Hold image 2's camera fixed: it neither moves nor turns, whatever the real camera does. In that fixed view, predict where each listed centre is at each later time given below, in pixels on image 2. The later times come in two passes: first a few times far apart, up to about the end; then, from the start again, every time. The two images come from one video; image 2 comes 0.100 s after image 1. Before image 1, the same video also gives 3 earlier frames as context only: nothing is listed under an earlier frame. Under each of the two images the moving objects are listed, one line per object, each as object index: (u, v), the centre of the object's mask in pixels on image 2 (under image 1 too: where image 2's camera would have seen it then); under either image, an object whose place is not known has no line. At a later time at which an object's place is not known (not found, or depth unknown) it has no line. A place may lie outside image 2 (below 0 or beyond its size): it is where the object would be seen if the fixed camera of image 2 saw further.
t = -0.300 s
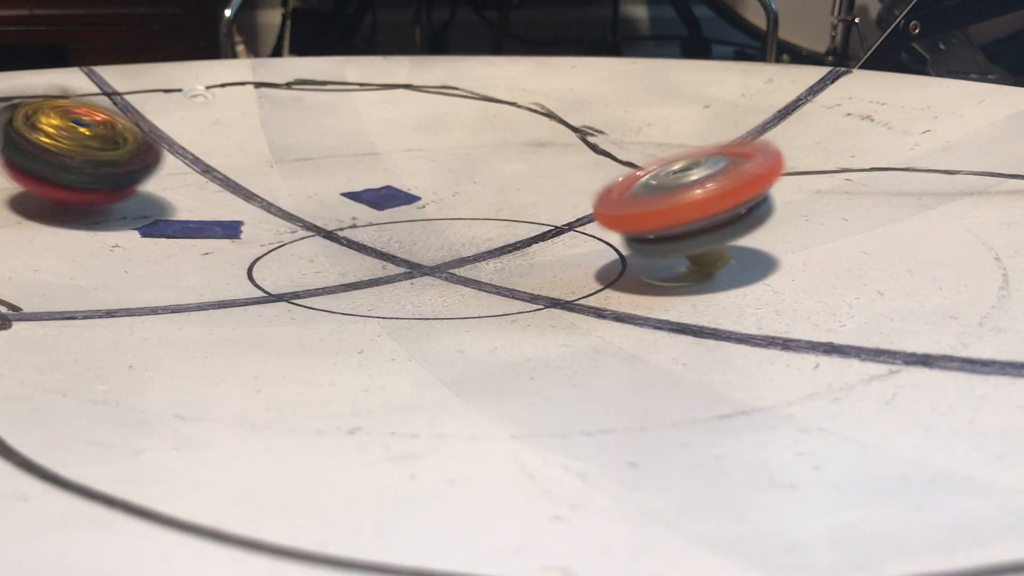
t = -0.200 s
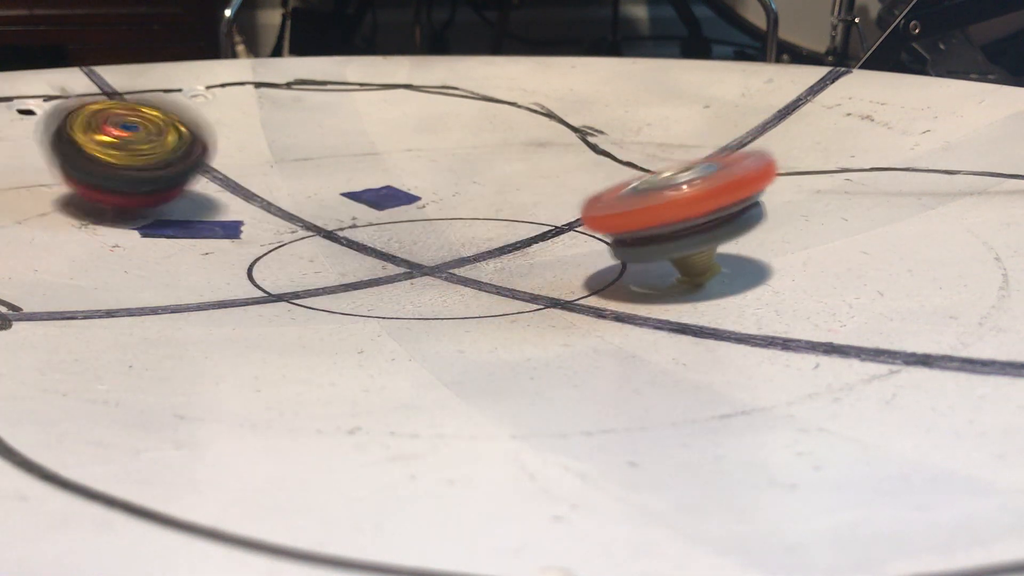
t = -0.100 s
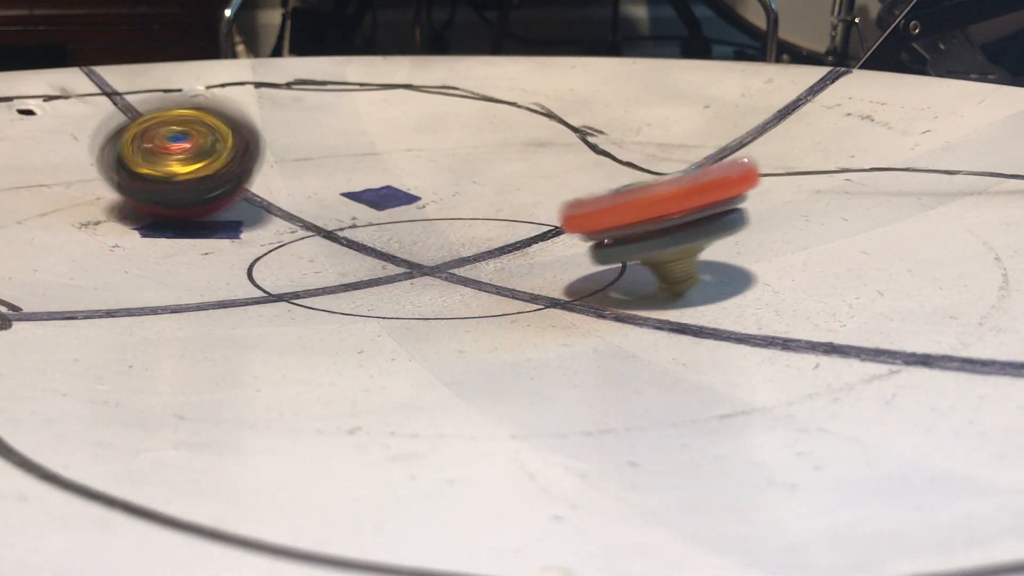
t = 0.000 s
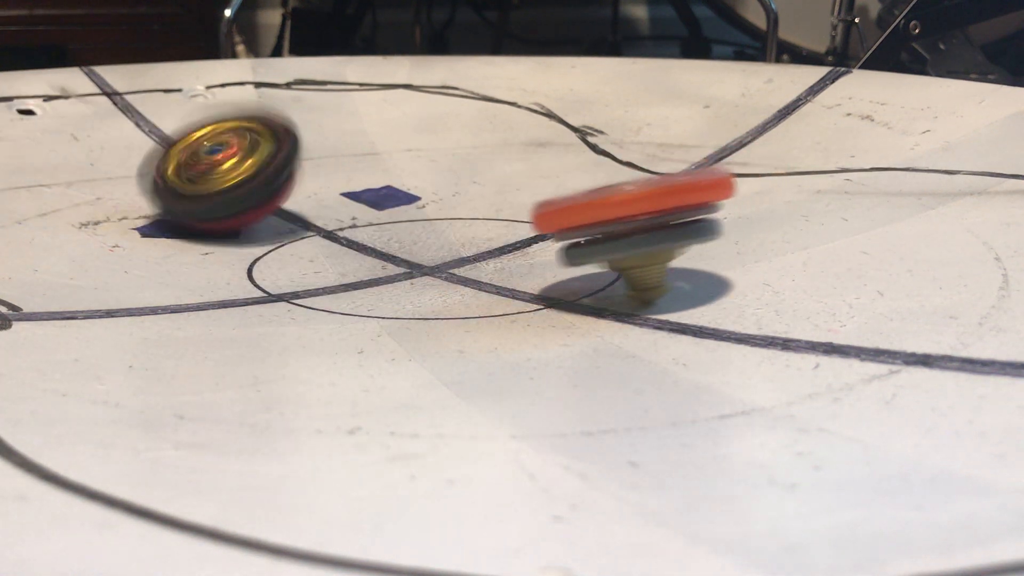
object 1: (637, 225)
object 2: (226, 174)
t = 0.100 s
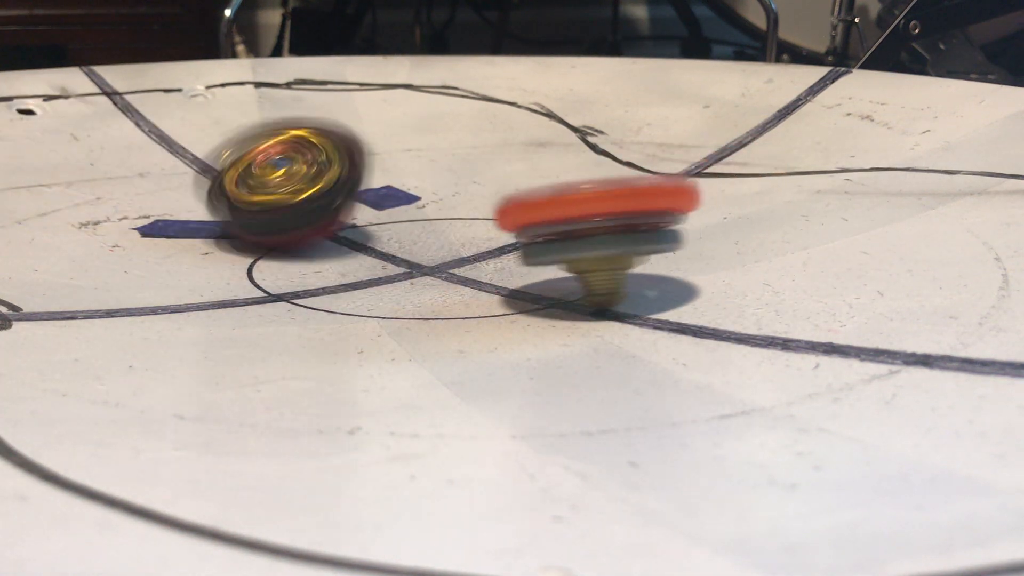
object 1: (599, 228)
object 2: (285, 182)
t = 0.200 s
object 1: (557, 229)
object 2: (374, 195)
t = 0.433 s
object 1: (515, 259)
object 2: (477, 161)
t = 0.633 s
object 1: (469, 256)
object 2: (509, 164)
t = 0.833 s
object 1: (450, 241)
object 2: (504, 167)
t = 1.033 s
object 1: (460, 225)
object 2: (432, 158)
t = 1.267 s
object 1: (512, 210)
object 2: (364, 187)
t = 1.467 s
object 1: (554, 205)
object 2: (371, 187)
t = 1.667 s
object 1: (587, 205)
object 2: (366, 197)
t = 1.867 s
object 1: (601, 211)
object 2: (332, 198)
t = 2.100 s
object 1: (576, 223)
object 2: (328, 204)
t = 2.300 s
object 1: (531, 226)
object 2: (346, 203)
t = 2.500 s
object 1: (509, 224)
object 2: (329, 207)
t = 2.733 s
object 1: (487, 219)
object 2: (325, 207)
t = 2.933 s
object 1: (486, 211)
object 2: (325, 207)
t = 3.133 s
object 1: (489, 204)
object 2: (326, 207)
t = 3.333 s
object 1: (492, 196)
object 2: (327, 207)
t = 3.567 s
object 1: (502, 193)
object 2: (327, 207)
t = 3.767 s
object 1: (509, 194)
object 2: (327, 207)
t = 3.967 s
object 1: (502, 198)
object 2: (327, 207)
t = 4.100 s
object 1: (491, 201)
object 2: (326, 207)
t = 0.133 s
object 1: (585, 228)
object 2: (311, 188)
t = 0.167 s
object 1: (571, 229)
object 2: (341, 190)
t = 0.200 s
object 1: (557, 229)
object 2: (374, 195)
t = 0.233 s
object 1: (539, 230)
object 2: (397, 197)
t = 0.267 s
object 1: (526, 231)
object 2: (424, 193)
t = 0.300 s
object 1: (525, 240)
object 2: (442, 183)
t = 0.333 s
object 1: (528, 247)
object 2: (457, 169)
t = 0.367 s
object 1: (527, 253)
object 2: (470, 164)
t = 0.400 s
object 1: (523, 257)
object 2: (473, 163)
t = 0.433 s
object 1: (515, 259)
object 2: (477, 161)
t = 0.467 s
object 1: (507, 260)
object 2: (483, 160)
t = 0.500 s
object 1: (498, 260)
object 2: (488, 160)
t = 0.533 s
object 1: (489, 261)
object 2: (495, 160)
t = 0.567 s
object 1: (481, 259)
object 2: (502, 160)
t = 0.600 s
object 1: (474, 258)
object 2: (505, 162)
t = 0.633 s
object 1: (469, 256)
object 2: (509, 164)
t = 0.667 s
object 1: (464, 254)
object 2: (513, 165)
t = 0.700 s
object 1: (460, 253)
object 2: (510, 165)
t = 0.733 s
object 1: (456, 250)
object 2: (509, 167)
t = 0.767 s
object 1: (453, 246)
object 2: (510, 168)
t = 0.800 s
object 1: (452, 244)
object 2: (509, 168)
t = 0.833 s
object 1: (450, 241)
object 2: (504, 167)
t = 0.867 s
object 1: (449, 237)
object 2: (499, 163)
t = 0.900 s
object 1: (449, 235)
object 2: (491, 163)
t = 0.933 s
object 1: (450, 233)
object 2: (475, 161)
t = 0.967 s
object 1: (452, 230)
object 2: (469, 158)
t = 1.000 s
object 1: (455, 227)
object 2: (459, 153)
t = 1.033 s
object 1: (460, 225)
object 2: (432, 158)
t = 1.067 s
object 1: (465, 223)
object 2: (400, 163)
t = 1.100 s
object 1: (471, 220)
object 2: (386, 170)
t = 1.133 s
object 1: (478, 218)
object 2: (367, 182)
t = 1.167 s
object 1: (486, 216)
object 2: (358, 183)
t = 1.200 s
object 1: (494, 214)
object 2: (362, 183)
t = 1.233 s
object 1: (503, 211)
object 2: (360, 186)
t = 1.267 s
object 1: (512, 210)
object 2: (364, 187)
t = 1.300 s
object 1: (518, 209)
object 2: (363, 185)
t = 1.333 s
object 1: (526, 208)
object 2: (365, 183)
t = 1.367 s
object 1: (533, 207)
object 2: (370, 187)
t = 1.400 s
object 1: (540, 206)
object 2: (370, 186)
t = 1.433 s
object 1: (547, 205)
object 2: (372, 183)
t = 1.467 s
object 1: (554, 205)
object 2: (371, 187)
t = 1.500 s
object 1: (560, 205)
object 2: (371, 186)
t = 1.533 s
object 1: (566, 204)
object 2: (374, 188)
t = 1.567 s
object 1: (572, 204)
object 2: (372, 191)
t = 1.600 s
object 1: (578, 204)
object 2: (371, 194)
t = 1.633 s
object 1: (583, 205)
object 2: (370, 195)
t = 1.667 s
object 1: (587, 205)
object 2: (366, 197)
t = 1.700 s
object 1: (591, 206)
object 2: (364, 198)
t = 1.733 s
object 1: (593, 206)
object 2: (361, 200)
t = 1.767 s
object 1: (596, 207)
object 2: (353, 202)
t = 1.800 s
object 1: (599, 208)
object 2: (348, 201)
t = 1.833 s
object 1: (601, 210)
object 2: (338, 203)
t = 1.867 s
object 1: (601, 211)
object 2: (332, 198)
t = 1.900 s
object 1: (601, 213)
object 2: (322, 200)
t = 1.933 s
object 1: (600, 215)
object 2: (322, 198)
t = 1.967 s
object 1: (597, 217)
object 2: (320, 199)
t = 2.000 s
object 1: (593, 219)
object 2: (321, 199)
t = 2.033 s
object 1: (589, 220)
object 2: (317, 201)
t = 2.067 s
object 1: (583, 222)
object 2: (323, 203)
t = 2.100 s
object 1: (576, 223)
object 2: (328, 204)
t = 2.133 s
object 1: (569, 224)
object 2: (334, 201)
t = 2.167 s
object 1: (563, 225)
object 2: (338, 200)
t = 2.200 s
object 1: (556, 225)
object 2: (342, 201)
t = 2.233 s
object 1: (547, 226)
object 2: (340, 201)
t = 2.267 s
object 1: (539, 226)
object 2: (342, 201)
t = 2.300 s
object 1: (531, 226)
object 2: (346, 203)
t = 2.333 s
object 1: (523, 226)
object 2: (344, 206)
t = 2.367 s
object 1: (515, 225)
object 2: (344, 206)
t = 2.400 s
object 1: (508, 225)
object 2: (346, 208)
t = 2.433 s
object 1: (502, 225)
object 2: (348, 210)
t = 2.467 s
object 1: (507, 225)
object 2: (337, 207)
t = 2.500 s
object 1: (509, 224)
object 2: (329, 207)
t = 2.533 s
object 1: (506, 225)
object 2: (326, 207)
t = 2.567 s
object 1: (500, 224)
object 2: (326, 207)
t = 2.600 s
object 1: (496, 224)
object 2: (326, 207)
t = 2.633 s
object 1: (494, 223)
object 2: (326, 207)
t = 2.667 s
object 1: (492, 221)
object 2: (326, 207)
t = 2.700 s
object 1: (489, 220)
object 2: (325, 207)
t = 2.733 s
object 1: (487, 219)
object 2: (325, 207)
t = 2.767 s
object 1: (486, 218)
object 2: (325, 207)
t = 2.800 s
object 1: (485, 216)
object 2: (325, 207)
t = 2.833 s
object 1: (485, 215)
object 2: (325, 207)
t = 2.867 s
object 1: (484, 214)
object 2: (325, 207)
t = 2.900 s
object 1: (485, 213)
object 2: (325, 207)
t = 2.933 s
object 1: (486, 211)
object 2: (325, 207)
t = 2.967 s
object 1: (485, 210)
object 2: (325, 207)
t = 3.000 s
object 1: (485, 209)
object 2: (326, 207)
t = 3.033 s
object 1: (488, 208)
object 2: (326, 207)
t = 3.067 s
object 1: (488, 206)
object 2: (326, 207)
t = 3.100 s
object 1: (487, 205)
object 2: (326, 207)
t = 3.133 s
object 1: (489, 204)
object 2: (326, 207)
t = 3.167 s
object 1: (492, 203)
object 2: (327, 207)
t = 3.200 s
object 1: (493, 201)
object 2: (327, 207)
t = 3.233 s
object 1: (491, 199)
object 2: (327, 207)
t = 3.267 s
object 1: (490, 199)
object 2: (327, 207)
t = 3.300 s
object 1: (491, 197)
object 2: (327, 207)
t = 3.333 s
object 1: (492, 196)
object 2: (327, 207)
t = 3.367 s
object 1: (495, 195)
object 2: (327, 207)
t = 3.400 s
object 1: (497, 194)
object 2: (327, 207)
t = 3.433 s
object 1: (498, 194)
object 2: (327, 207)
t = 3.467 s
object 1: (499, 194)
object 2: (327, 207)
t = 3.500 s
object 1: (500, 194)
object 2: (327, 207)
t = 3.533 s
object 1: (500, 194)
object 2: (327, 207)
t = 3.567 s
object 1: (502, 193)
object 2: (327, 207)
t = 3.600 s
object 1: (503, 193)
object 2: (327, 207)
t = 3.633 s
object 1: (502, 193)
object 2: (327, 207)
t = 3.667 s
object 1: (502, 193)
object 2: (327, 207)
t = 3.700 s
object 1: (503, 194)
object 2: (327, 207)
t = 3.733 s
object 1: (505, 194)
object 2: (327, 207)
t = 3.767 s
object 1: (509, 194)
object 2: (327, 207)
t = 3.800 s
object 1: (511, 194)
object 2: (327, 207)
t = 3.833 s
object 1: (508, 195)
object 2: (327, 207)
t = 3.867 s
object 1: (506, 197)
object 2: (327, 207)
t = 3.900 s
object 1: (505, 197)
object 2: (327, 207)
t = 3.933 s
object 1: (503, 197)
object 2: (327, 207)
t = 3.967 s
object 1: (502, 198)
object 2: (327, 207)
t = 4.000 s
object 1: (500, 199)
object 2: (327, 207)
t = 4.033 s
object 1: (495, 199)
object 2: (327, 207)
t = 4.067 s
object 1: (492, 201)
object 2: (327, 207)
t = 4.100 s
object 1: (491, 201)
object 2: (326, 207)
